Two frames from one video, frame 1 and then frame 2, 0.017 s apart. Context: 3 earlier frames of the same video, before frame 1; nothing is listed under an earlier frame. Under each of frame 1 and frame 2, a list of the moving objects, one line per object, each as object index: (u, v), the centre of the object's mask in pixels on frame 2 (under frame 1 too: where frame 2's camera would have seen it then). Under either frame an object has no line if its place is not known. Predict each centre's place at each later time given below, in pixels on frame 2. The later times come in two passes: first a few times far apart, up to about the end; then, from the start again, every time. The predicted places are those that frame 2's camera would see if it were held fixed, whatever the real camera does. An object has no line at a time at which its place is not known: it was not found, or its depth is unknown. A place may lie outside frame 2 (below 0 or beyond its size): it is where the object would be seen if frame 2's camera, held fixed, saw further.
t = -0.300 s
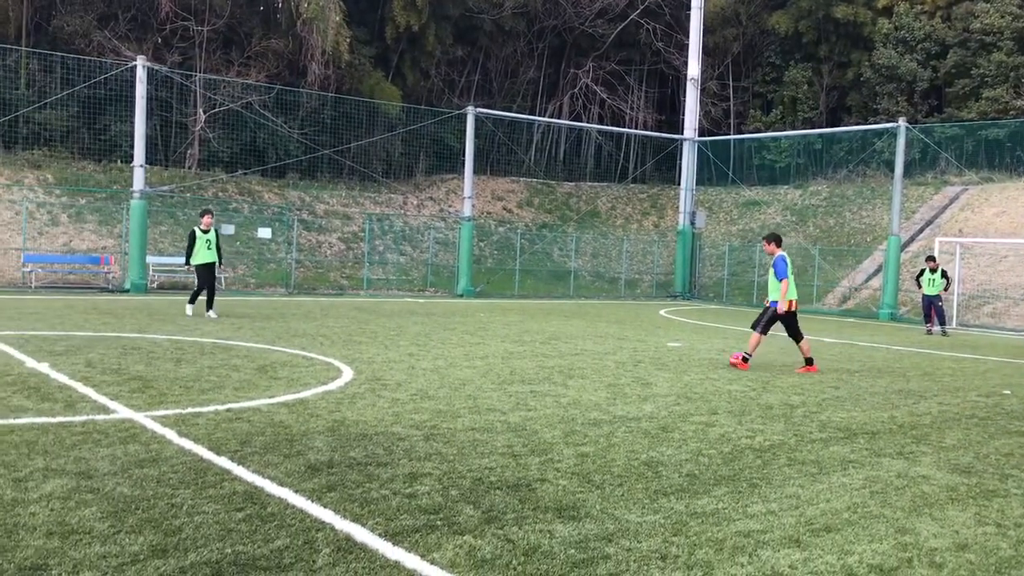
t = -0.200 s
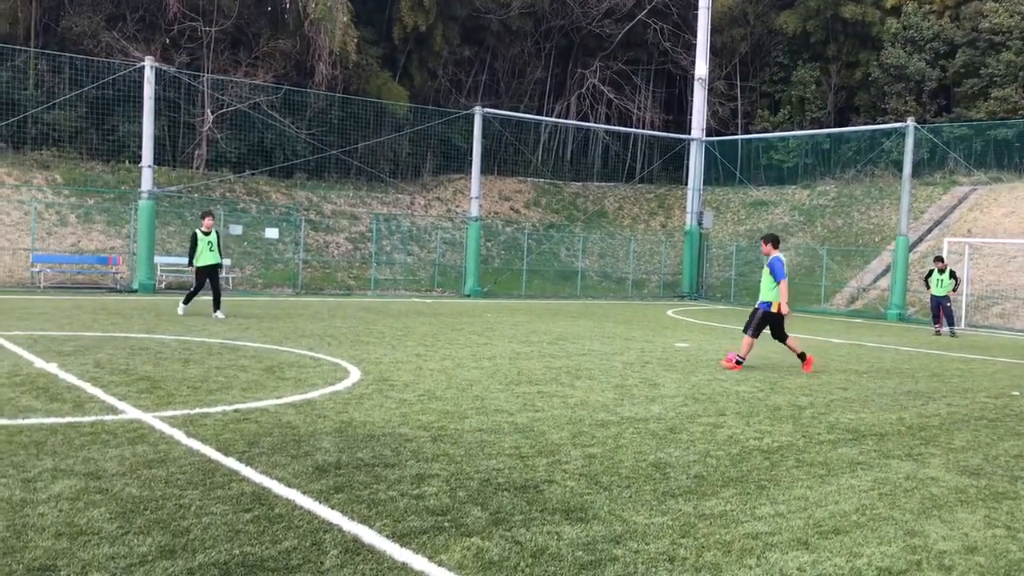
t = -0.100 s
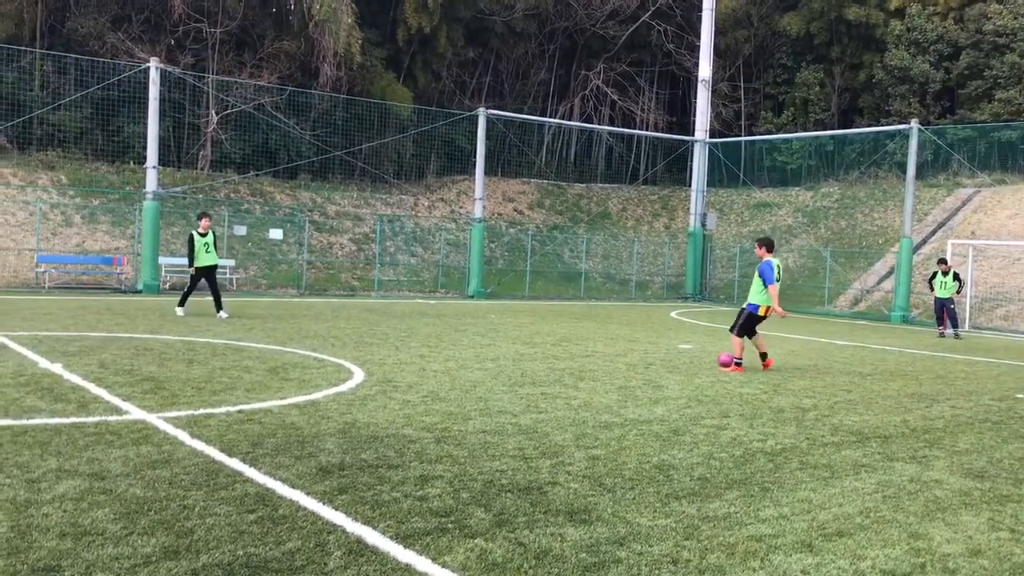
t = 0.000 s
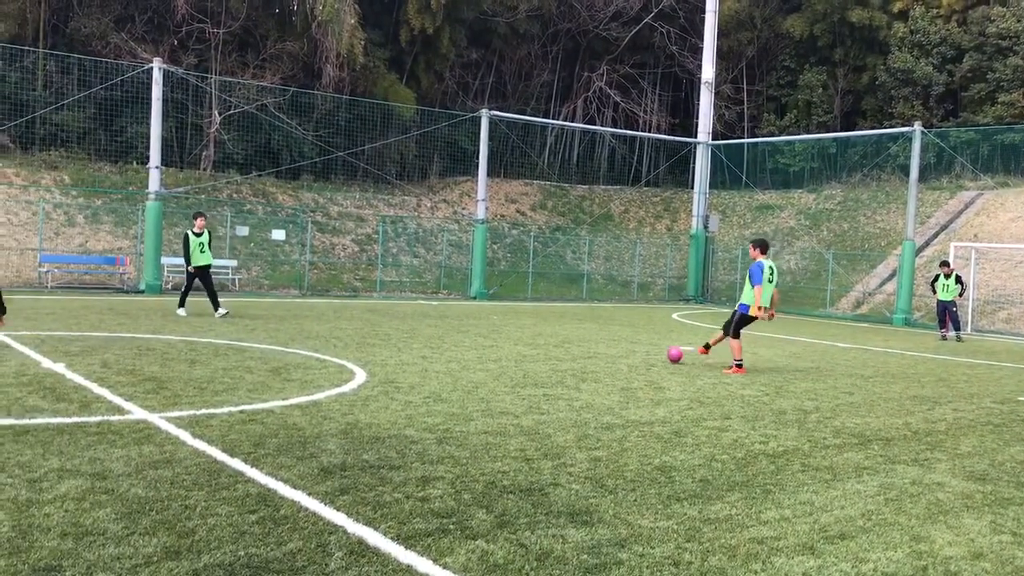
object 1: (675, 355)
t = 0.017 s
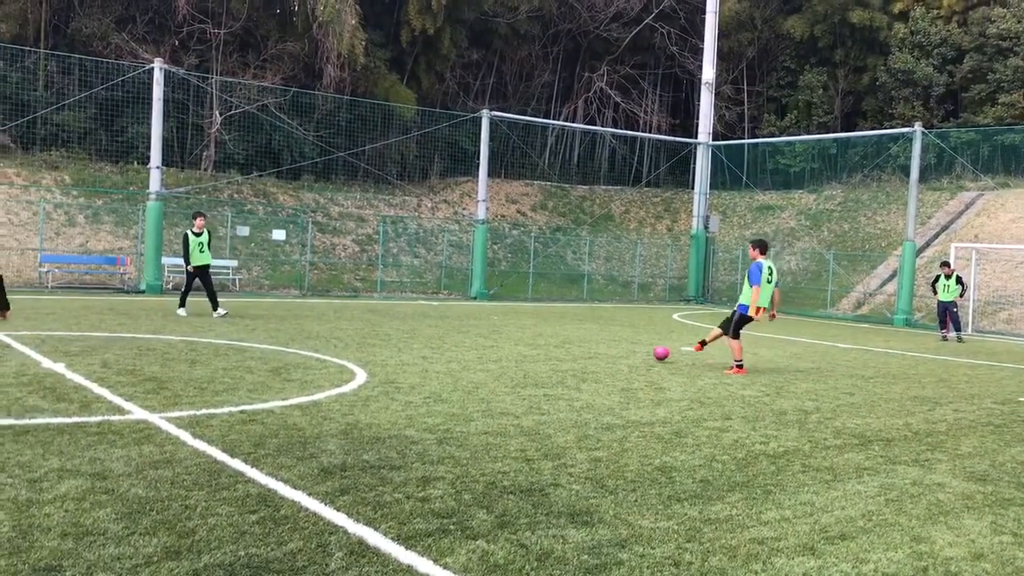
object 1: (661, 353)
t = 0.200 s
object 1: (519, 340)
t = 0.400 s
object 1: (403, 327)
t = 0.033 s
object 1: (647, 351)
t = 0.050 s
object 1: (633, 349)
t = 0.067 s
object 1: (619, 348)
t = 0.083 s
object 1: (606, 347)
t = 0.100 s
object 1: (592, 347)
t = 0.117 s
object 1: (579, 345)
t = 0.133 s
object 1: (565, 345)
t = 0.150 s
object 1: (552, 344)
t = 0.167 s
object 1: (541, 343)
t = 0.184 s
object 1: (530, 342)
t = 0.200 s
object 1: (519, 340)
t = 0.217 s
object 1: (508, 338)
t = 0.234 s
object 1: (498, 336)
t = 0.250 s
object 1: (488, 335)
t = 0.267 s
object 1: (477, 334)
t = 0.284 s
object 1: (468, 333)
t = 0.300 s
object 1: (457, 333)
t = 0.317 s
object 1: (447, 332)
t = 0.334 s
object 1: (437, 332)
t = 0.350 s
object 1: (428, 331)
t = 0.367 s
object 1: (420, 330)
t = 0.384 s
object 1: (411, 328)
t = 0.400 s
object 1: (403, 327)
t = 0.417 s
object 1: (395, 327)
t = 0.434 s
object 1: (387, 326)
